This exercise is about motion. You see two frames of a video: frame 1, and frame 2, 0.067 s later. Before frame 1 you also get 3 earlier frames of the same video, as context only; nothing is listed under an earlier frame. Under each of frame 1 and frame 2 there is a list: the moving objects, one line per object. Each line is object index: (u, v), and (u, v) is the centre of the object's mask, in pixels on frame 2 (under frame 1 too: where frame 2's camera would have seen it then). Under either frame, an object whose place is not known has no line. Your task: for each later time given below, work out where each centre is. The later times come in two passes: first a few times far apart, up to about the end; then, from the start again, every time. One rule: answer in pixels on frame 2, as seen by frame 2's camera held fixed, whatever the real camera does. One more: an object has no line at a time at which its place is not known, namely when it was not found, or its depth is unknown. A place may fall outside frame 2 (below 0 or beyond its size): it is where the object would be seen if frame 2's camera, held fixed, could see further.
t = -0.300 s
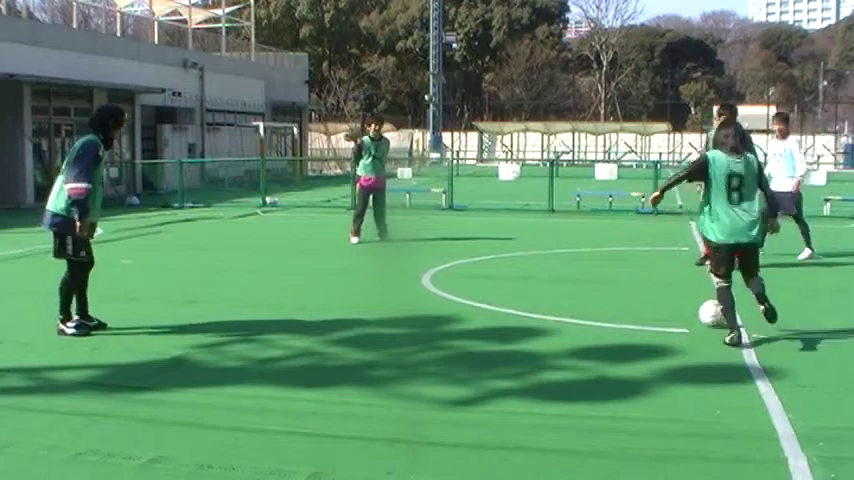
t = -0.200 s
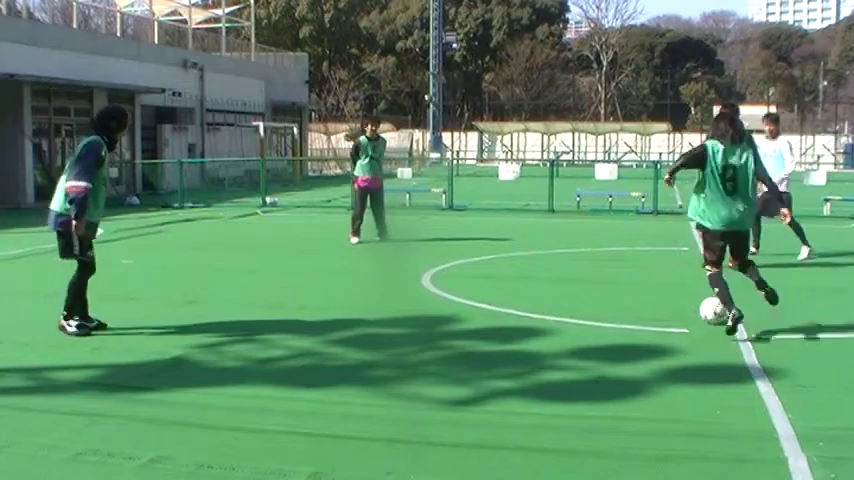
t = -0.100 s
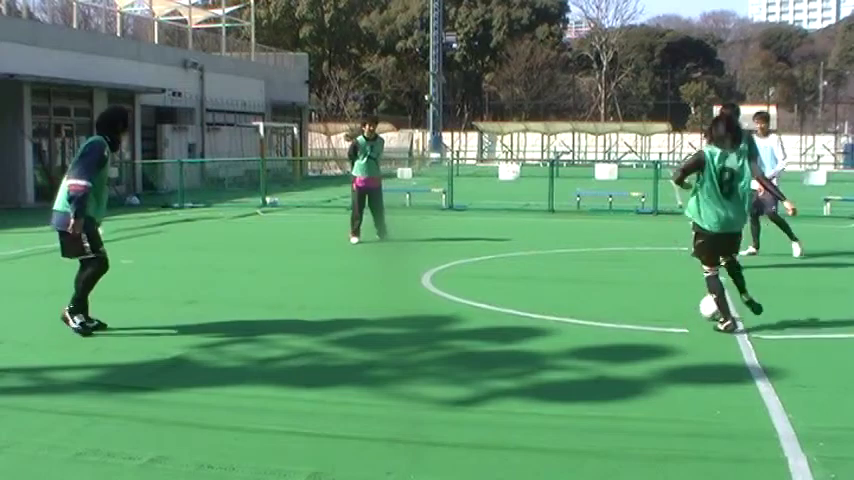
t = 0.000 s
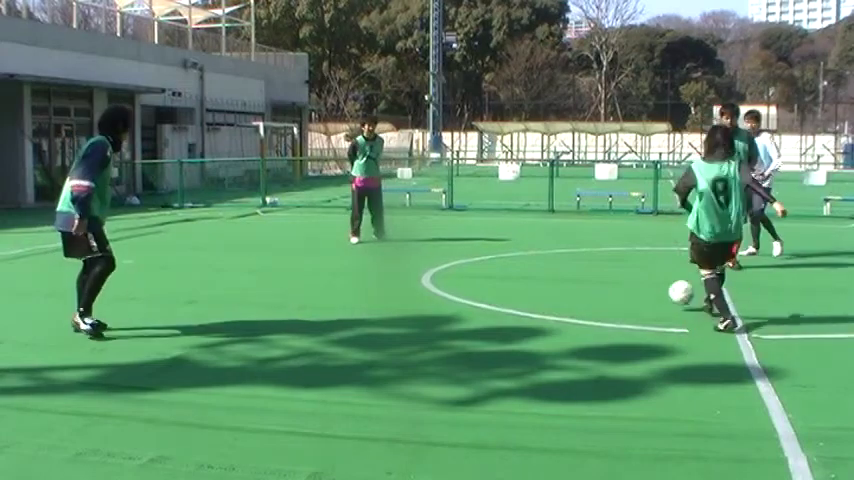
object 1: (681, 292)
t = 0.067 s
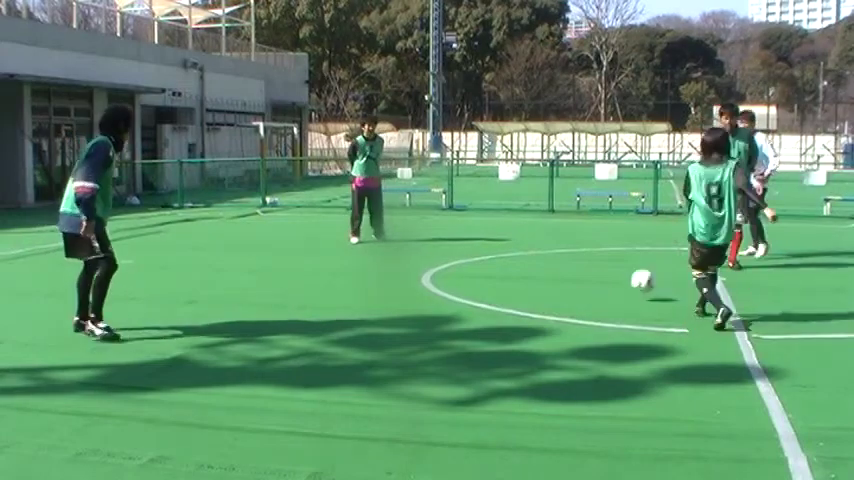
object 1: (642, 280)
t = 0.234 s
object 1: (562, 268)
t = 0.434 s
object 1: (494, 252)
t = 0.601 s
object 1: (454, 244)
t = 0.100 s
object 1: (624, 277)
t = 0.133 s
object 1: (607, 275)
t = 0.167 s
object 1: (591, 275)
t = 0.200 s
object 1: (576, 273)
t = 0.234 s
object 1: (562, 268)
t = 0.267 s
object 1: (549, 264)
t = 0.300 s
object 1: (537, 262)
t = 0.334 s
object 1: (525, 260)
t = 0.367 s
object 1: (513, 258)
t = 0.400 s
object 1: (504, 256)
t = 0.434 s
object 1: (494, 252)
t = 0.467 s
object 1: (485, 252)
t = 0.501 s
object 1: (476, 251)
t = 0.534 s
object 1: (468, 247)
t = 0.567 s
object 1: (461, 245)
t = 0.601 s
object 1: (454, 244)
